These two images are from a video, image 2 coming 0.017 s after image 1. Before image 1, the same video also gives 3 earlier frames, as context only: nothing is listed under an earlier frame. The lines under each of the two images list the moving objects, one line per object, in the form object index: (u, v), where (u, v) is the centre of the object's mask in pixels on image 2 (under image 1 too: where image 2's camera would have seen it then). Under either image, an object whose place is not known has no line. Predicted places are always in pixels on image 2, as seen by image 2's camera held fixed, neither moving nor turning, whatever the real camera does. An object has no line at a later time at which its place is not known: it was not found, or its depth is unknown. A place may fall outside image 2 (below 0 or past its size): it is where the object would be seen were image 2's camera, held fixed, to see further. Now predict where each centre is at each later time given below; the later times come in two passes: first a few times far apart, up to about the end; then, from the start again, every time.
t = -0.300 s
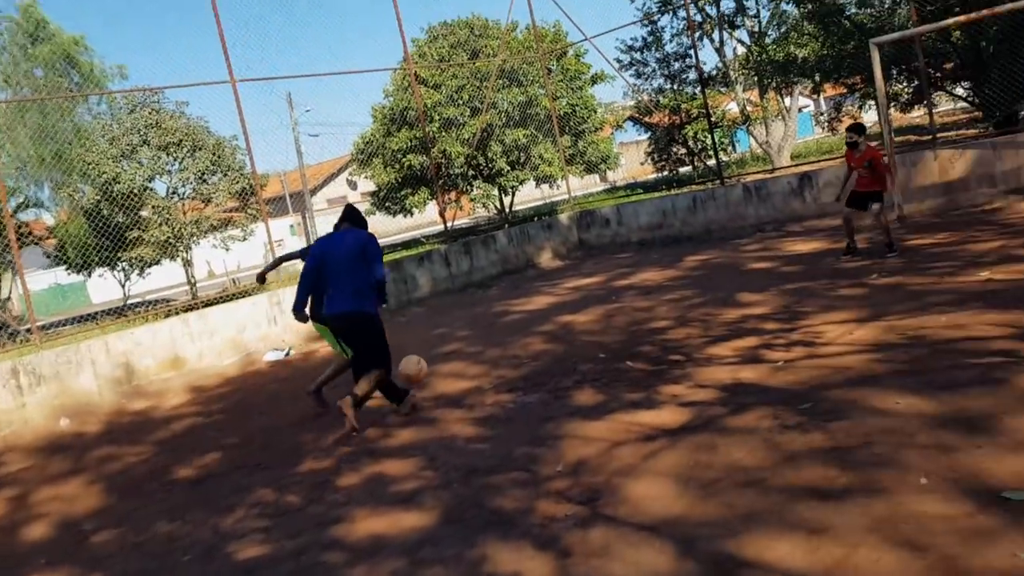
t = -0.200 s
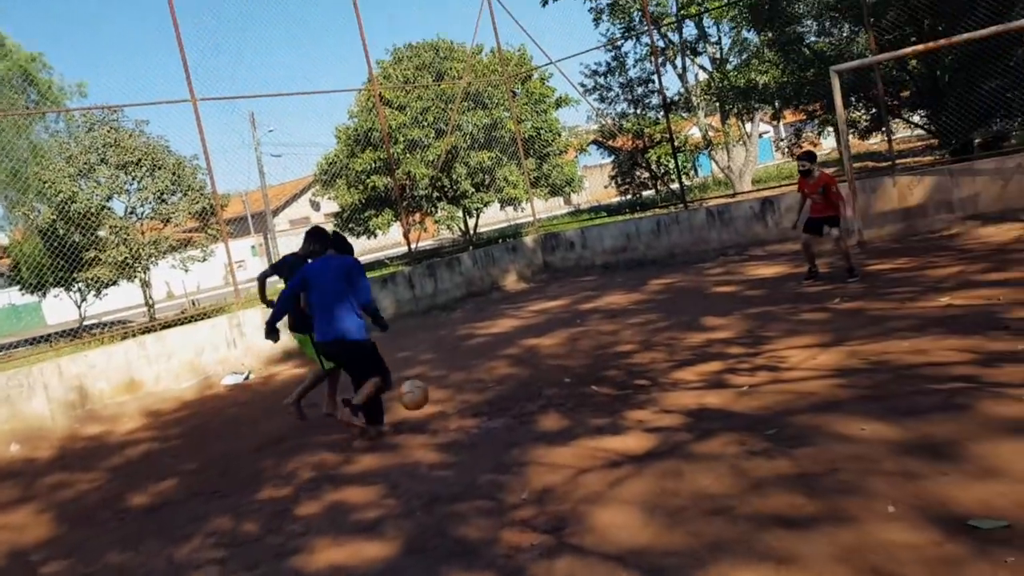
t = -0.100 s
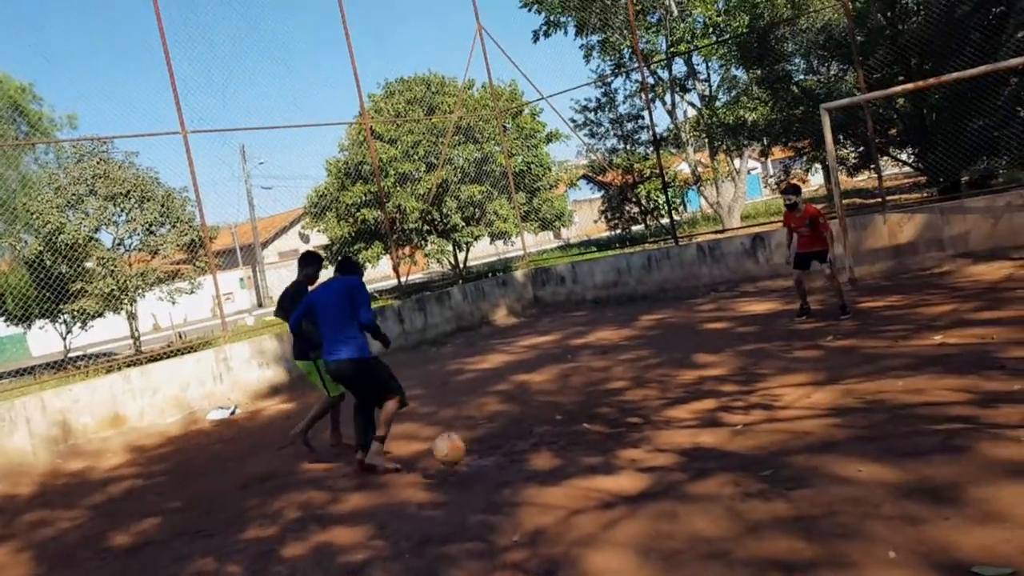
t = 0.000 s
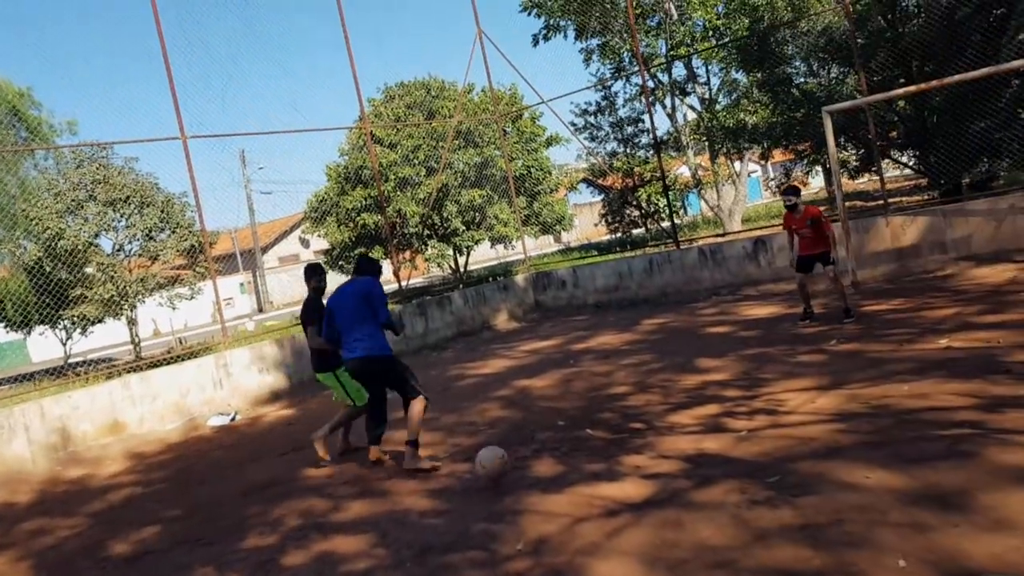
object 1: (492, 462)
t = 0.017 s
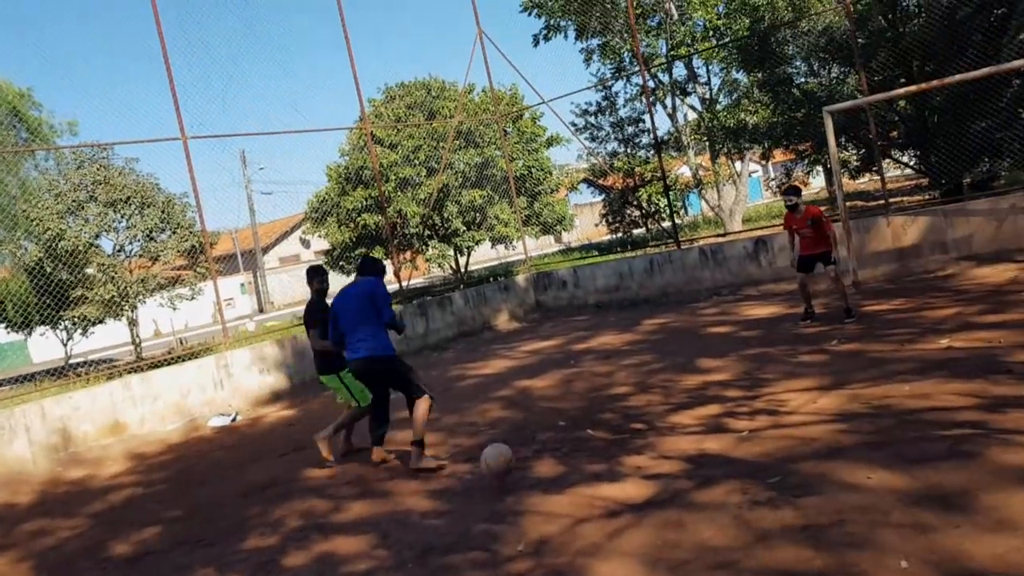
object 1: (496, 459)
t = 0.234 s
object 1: (566, 453)
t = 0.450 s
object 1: (649, 459)
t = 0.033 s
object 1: (501, 456)
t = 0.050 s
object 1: (505, 453)
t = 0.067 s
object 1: (510, 452)
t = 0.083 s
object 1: (515, 450)
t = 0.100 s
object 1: (519, 449)
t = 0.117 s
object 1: (525, 447)
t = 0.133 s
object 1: (530, 446)
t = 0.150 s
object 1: (536, 446)
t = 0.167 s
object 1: (541, 446)
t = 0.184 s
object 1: (547, 447)
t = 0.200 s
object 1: (554, 449)
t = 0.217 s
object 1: (560, 450)
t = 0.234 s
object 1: (566, 453)
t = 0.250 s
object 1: (572, 455)
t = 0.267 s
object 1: (579, 458)
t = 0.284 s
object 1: (584, 462)
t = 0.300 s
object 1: (591, 466)
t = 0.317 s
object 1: (598, 470)
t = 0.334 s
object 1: (604, 471)
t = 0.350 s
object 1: (610, 468)
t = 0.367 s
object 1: (616, 465)
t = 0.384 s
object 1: (622, 463)
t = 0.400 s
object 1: (628, 461)
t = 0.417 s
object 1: (635, 460)
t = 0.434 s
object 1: (641, 459)
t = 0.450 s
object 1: (649, 459)
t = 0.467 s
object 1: (654, 459)
